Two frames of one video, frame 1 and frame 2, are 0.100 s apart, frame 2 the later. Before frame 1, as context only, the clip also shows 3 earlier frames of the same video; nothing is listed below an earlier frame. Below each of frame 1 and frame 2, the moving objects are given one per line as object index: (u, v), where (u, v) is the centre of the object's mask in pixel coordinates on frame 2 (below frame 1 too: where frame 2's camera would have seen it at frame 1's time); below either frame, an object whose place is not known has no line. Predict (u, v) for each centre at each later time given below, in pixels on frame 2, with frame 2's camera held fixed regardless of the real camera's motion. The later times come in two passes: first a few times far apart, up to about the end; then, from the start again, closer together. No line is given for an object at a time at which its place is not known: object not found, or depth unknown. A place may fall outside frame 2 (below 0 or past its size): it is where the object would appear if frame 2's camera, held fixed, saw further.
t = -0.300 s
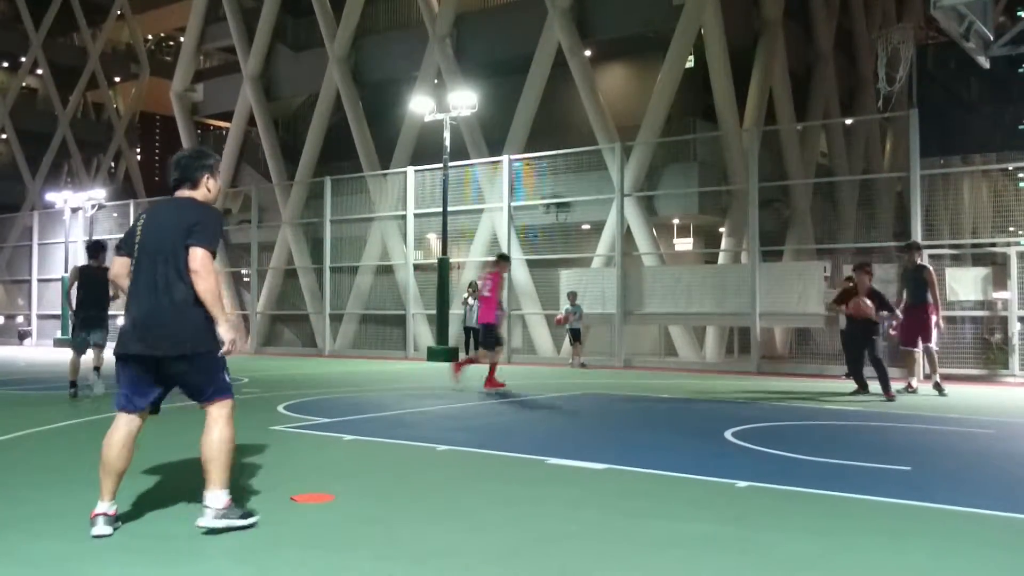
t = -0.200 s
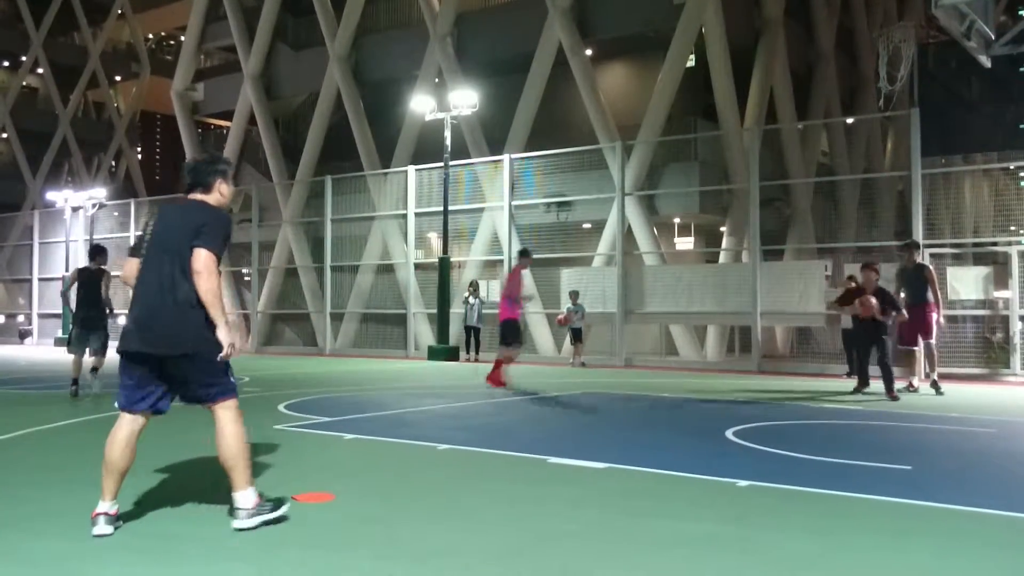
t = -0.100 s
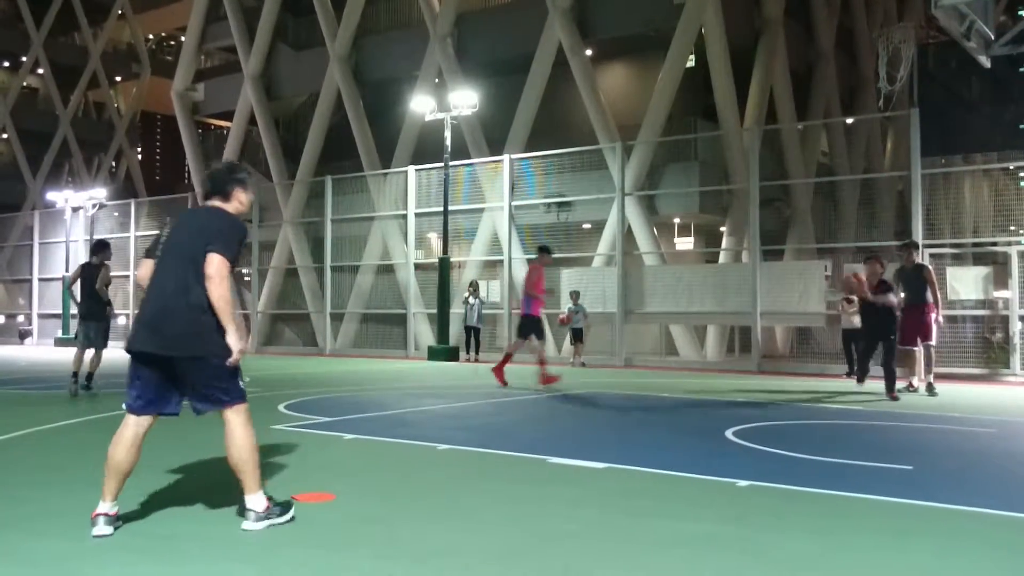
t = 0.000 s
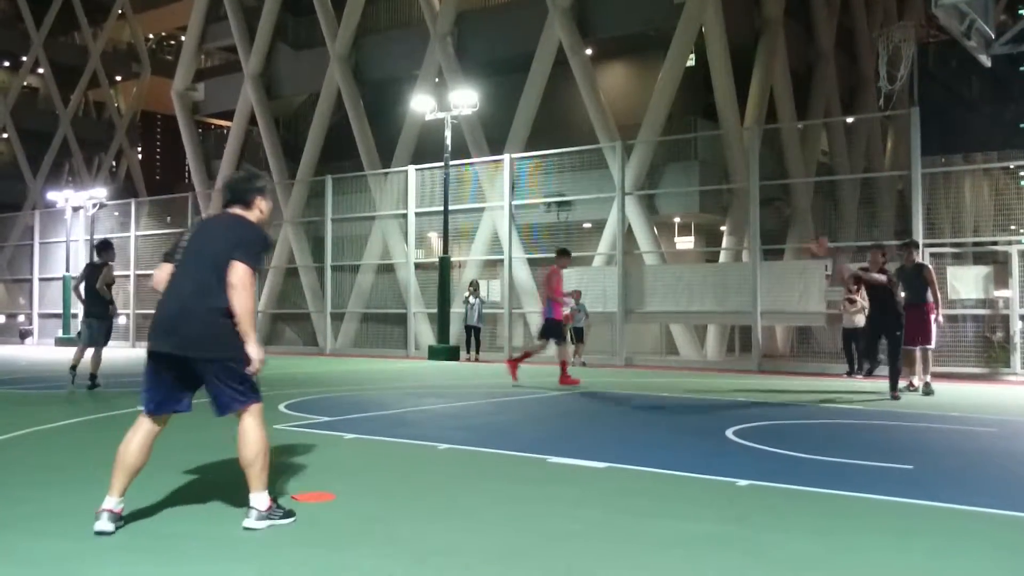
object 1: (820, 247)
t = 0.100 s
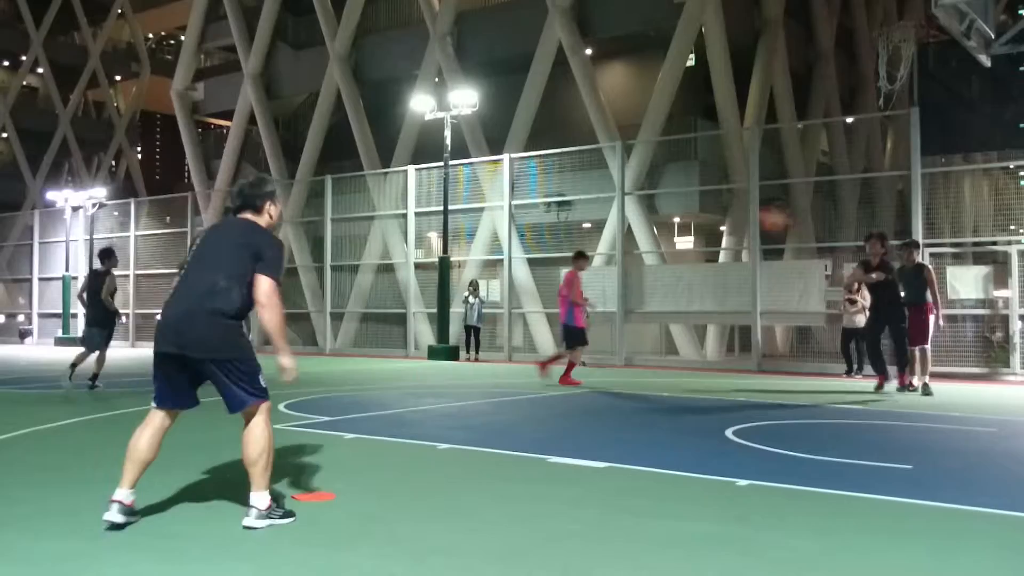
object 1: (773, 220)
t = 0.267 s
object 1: (687, 196)
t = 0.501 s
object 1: (517, 216)
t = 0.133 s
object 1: (759, 214)
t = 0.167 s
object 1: (739, 208)
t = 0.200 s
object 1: (724, 200)
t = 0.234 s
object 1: (708, 199)
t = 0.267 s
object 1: (687, 196)
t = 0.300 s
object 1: (666, 193)
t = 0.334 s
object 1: (647, 192)
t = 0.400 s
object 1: (596, 197)
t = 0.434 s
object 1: (570, 203)
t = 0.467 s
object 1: (545, 207)
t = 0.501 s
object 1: (517, 216)
